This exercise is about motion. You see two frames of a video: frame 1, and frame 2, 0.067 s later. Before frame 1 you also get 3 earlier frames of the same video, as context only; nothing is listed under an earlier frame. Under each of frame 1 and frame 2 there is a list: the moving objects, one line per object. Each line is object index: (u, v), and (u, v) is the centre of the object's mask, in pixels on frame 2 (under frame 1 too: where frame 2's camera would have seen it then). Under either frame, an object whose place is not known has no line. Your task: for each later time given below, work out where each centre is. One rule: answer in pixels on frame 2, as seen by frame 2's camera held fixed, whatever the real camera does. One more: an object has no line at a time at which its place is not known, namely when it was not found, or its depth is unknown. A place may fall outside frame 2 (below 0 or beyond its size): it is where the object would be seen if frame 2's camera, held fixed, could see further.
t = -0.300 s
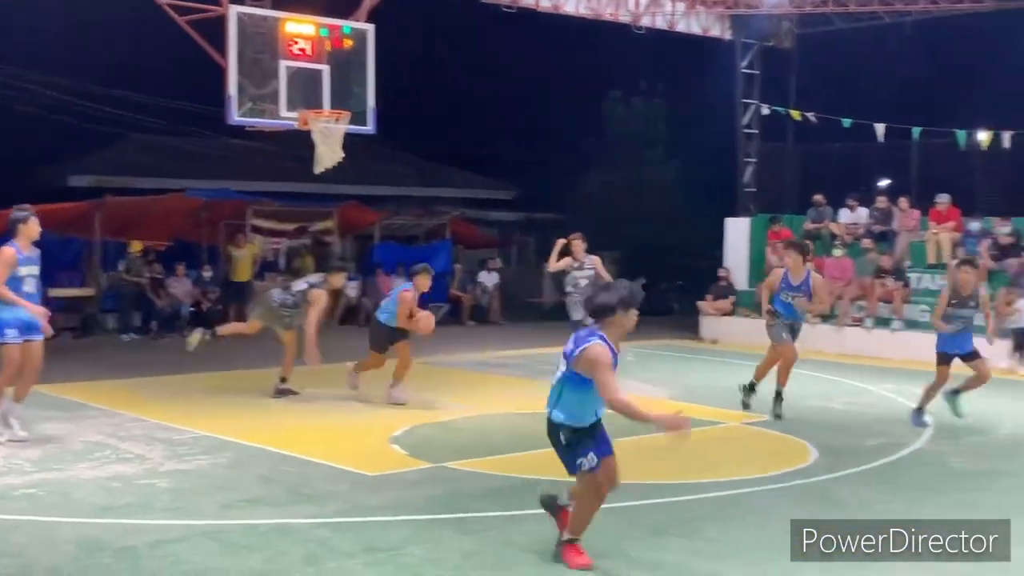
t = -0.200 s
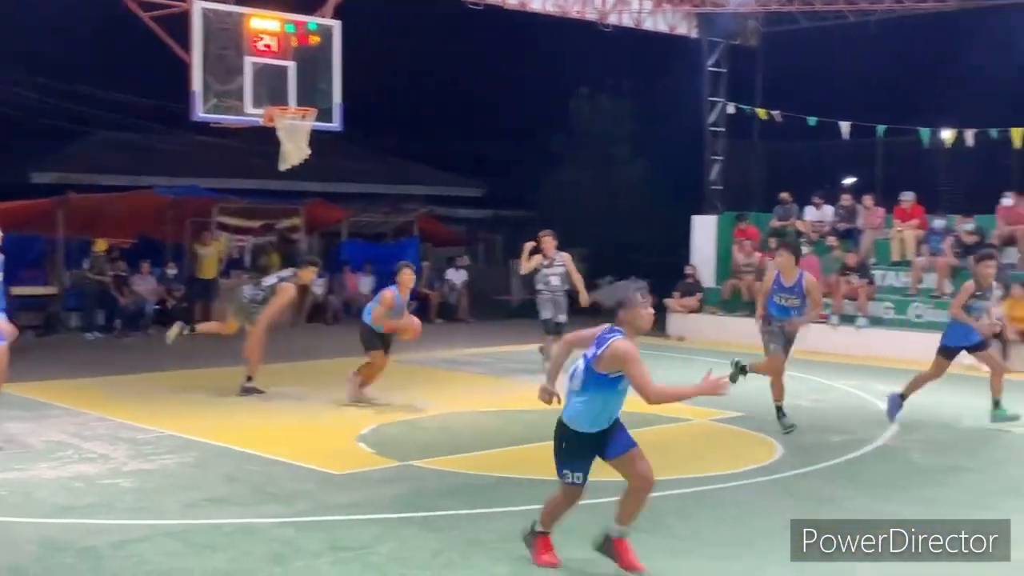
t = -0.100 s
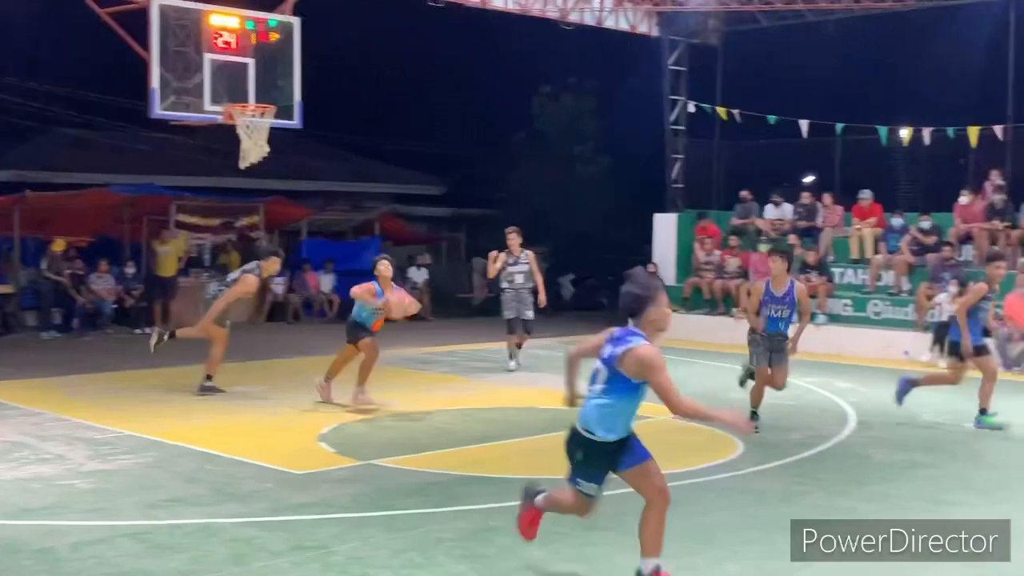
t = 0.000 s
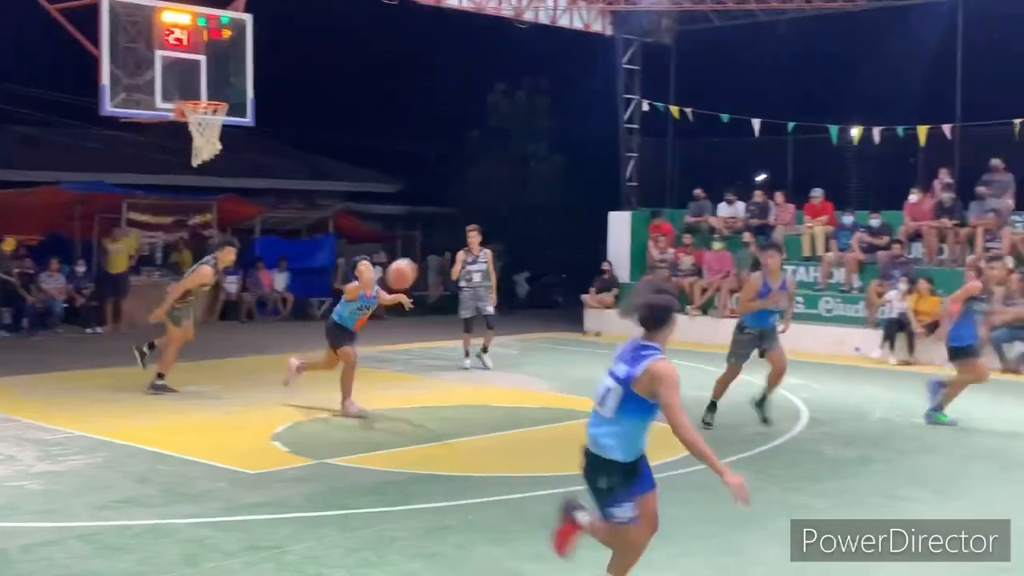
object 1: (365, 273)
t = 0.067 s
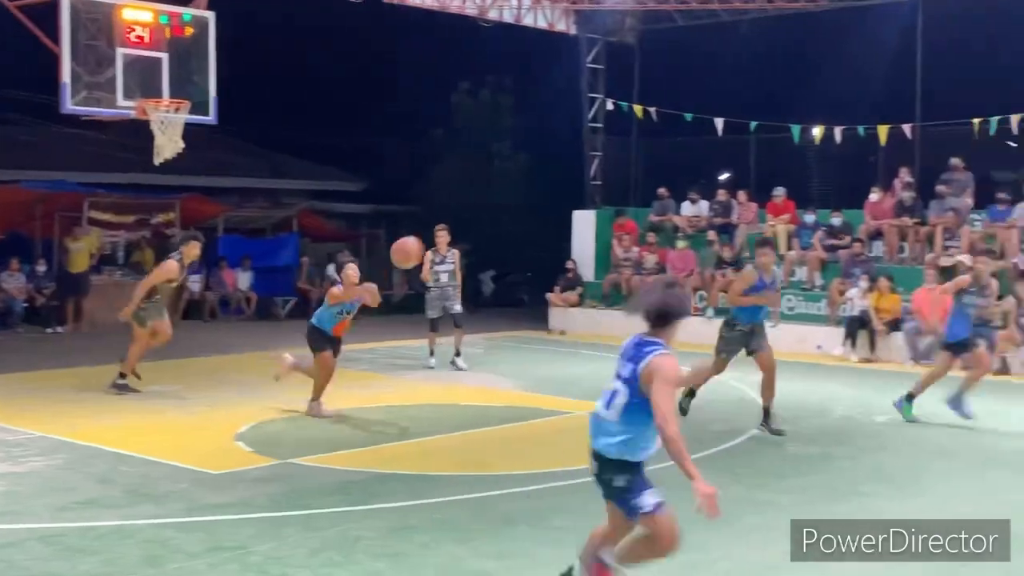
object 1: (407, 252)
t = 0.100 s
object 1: (427, 242)
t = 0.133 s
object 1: (453, 234)
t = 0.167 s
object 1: (478, 226)
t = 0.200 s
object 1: (505, 219)
